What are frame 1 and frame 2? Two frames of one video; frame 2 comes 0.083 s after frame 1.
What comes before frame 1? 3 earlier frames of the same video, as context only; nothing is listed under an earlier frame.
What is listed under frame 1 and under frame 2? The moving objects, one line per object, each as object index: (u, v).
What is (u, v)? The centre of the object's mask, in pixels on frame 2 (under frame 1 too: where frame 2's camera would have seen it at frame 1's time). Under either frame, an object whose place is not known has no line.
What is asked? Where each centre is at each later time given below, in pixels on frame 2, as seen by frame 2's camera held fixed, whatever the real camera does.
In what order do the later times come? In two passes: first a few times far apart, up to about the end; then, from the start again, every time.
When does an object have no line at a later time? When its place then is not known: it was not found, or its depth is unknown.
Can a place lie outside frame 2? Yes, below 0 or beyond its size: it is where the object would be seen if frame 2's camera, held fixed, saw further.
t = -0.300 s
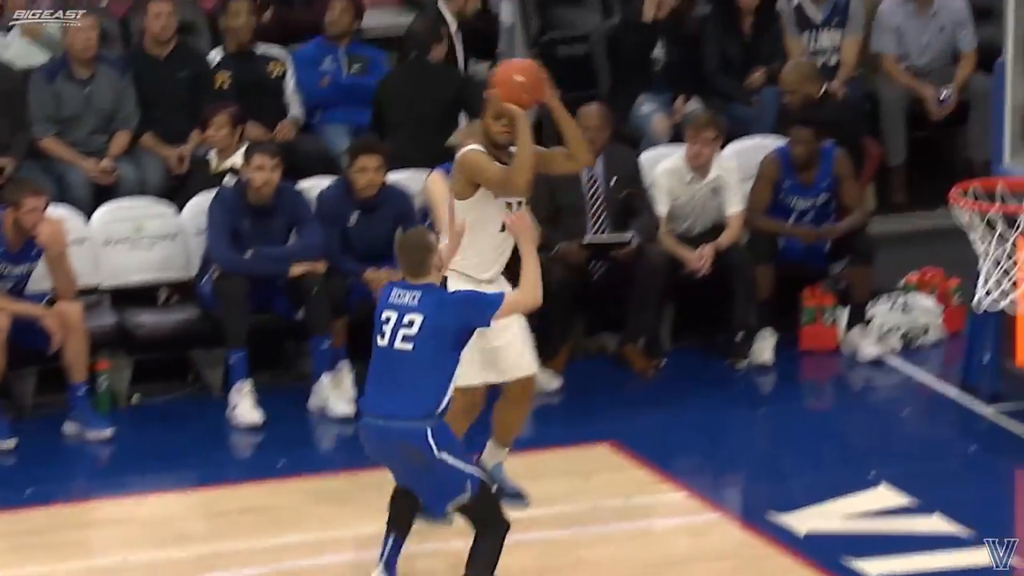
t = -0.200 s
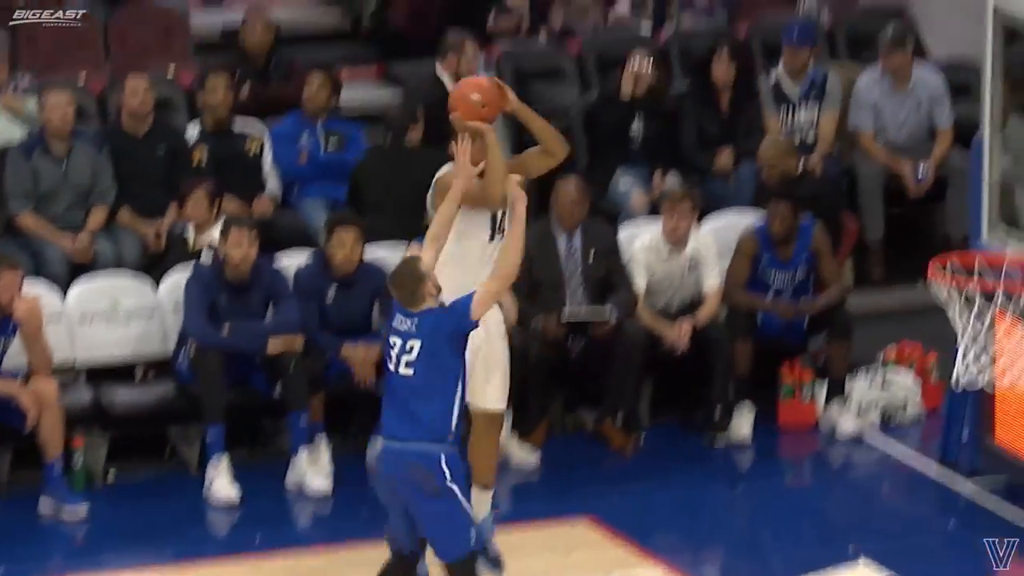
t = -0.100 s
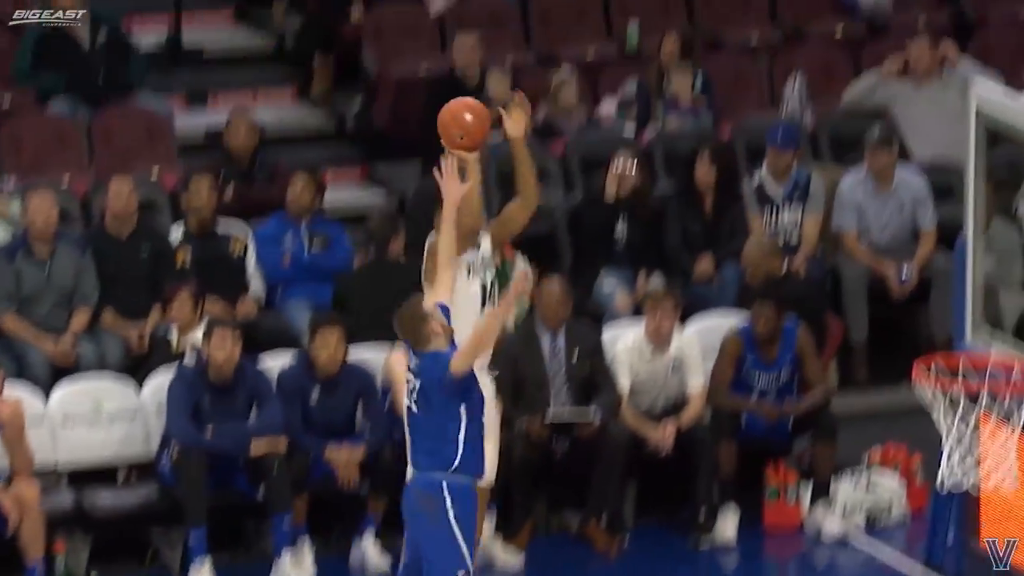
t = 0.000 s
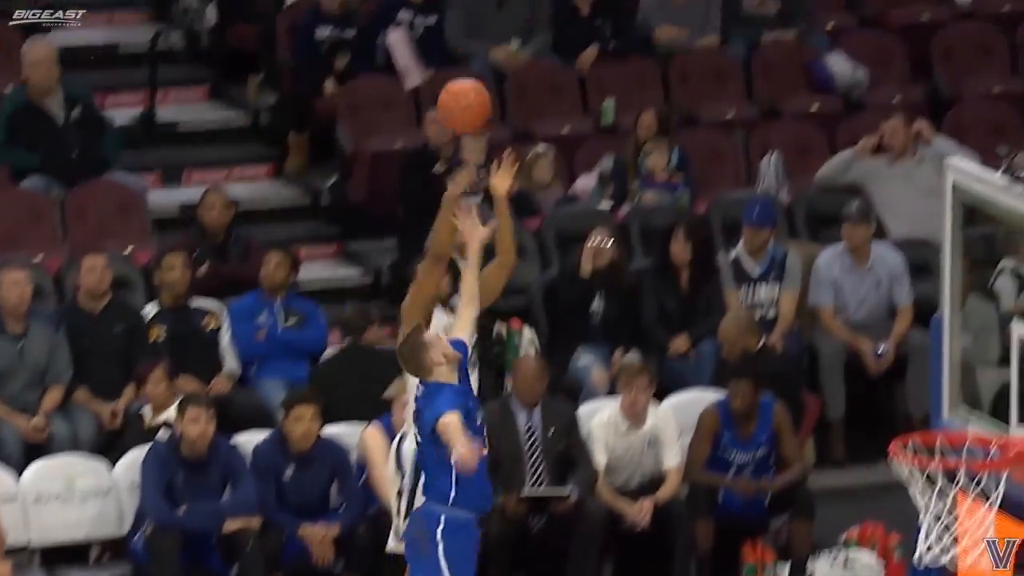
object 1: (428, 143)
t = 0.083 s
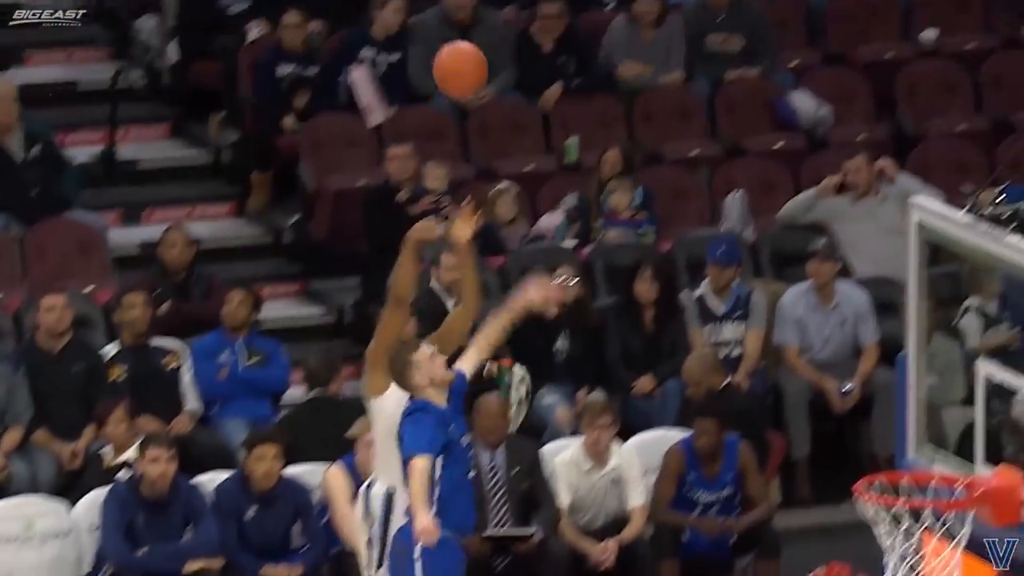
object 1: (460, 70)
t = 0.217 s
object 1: (511, -21)
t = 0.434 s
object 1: (598, -90)
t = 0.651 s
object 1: (691, -47)
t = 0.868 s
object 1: (785, 117)
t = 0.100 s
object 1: (466, 56)
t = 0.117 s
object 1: (473, 44)
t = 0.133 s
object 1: (479, 32)
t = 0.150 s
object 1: (485, 20)
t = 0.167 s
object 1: (492, 9)
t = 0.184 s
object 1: (499, -2)
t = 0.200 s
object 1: (505, -12)
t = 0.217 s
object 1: (511, -21)
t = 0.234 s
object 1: (517, -30)
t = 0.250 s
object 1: (524, -39)
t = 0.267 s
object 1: (530, -46)
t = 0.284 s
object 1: (537, -54)
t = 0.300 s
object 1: (544, -60)
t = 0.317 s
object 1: (550, -67)
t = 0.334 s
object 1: (557, -72)
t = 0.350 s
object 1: (563, -77)
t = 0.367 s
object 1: (570, -81)
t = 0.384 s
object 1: (577, -84)
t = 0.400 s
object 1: (584, -87)
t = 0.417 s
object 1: (591, -89)
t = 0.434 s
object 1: (598, -90)
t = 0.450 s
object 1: (605, -90)
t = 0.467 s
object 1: (612, -90)
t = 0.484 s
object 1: (619, -90)
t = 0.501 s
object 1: (626, -89)
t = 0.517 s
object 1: (633, -86)
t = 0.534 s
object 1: (641, -84)
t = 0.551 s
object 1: (648, -82)
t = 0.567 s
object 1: (655, -78)
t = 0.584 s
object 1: (663, -73)
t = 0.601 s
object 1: (670, -68)
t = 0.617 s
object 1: (677, -61)
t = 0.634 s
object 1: (684, -54)
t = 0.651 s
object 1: (691, -47)
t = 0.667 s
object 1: (699, -38)
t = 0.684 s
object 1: (706, -29)
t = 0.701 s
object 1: (713, -19)
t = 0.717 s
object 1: (720, -9)
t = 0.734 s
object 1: (727, 3)
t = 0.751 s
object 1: (734, 15)
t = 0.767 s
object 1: (742, 28)
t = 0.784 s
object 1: (749, 41)
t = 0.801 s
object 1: (756, 55)
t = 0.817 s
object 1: (764, 69)
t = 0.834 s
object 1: (771, 85)
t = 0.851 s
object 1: (778, 101)
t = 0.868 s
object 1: (785, 117)
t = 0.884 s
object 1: (792, 135)
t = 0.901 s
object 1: (799, 153)
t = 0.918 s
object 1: (807, 171)
